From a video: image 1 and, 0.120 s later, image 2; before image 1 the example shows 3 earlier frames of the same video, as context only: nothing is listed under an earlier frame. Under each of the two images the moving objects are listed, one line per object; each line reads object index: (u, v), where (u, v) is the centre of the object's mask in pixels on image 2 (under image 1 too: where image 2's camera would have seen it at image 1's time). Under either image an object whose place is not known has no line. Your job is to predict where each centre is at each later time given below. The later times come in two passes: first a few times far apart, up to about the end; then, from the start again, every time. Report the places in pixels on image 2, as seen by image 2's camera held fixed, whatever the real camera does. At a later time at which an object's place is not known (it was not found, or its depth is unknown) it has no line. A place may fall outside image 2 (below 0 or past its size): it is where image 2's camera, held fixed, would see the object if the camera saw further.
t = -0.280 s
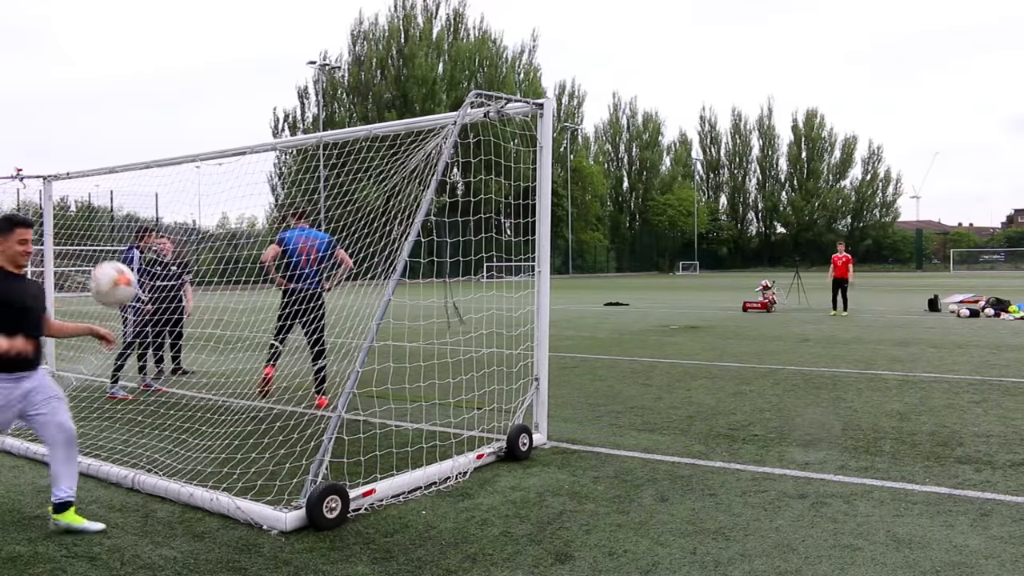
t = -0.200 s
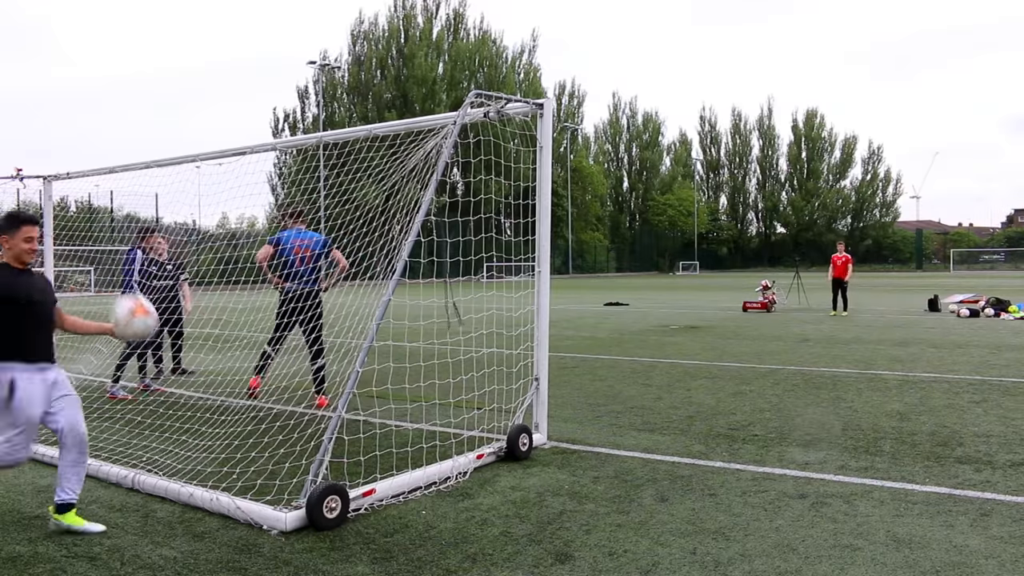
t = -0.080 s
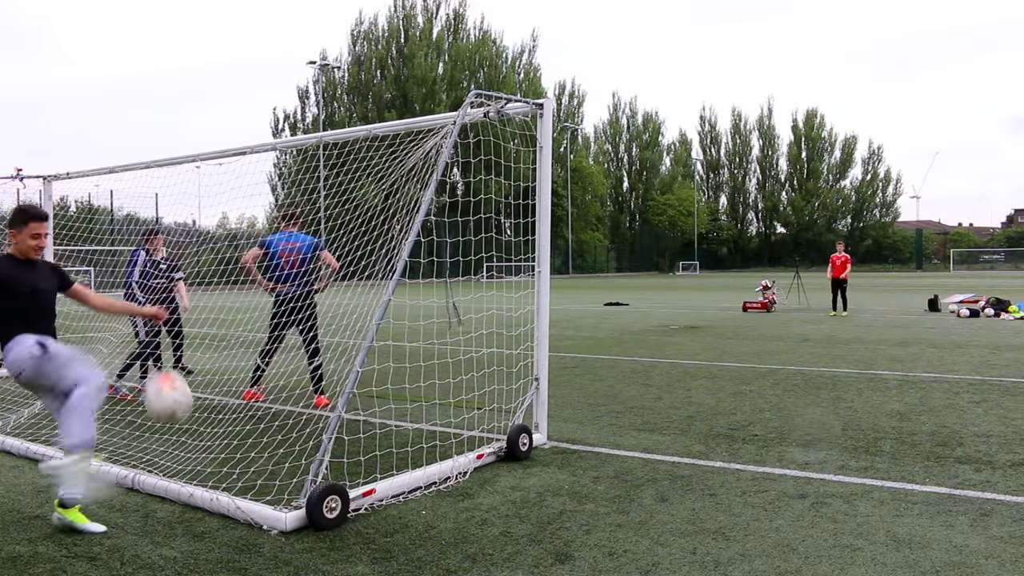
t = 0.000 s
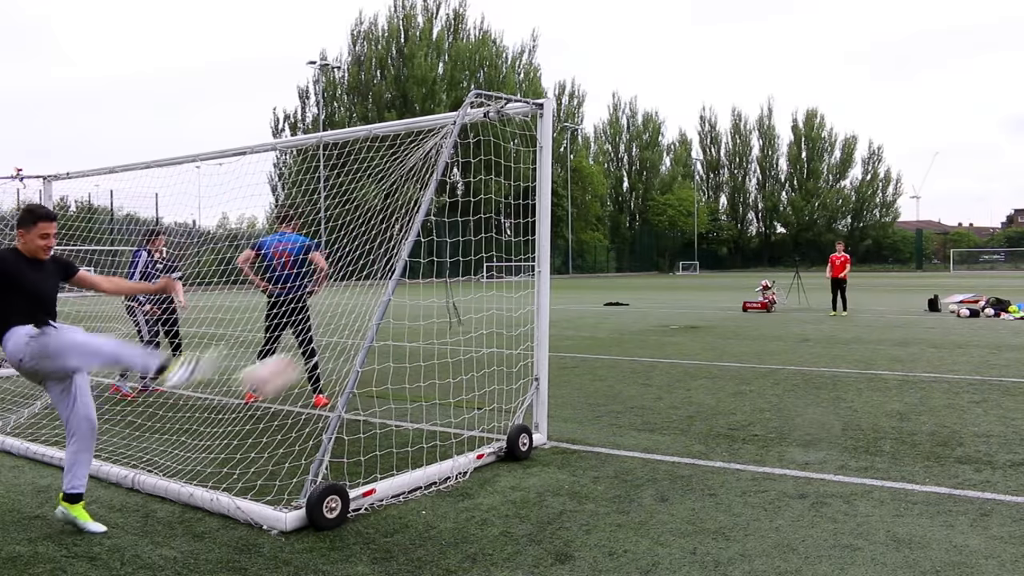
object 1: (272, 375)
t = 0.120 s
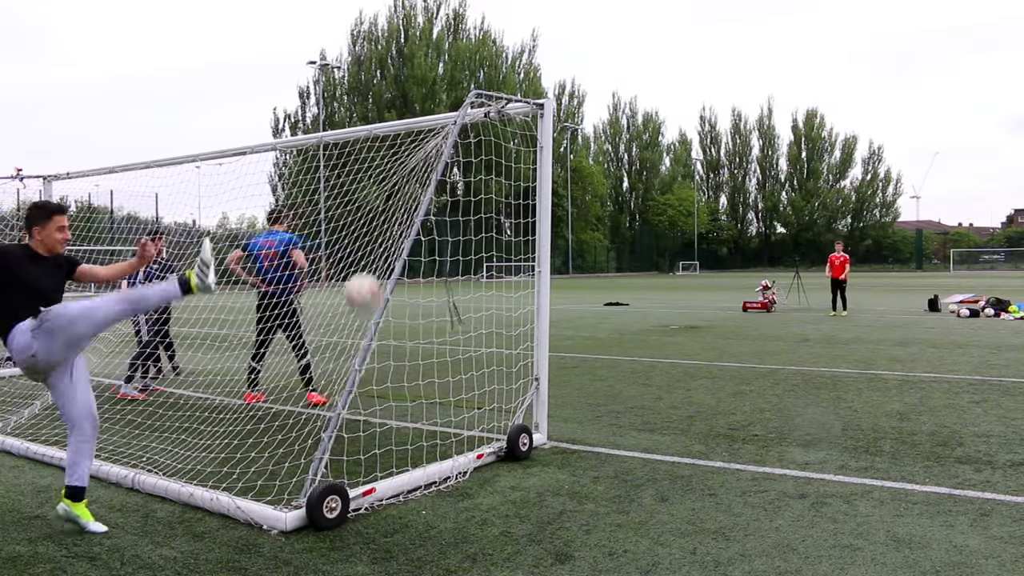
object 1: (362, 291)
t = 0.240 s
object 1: (375, 244)
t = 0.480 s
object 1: (352, 181)
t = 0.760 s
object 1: (302, 158)
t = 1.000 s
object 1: (243, 168)
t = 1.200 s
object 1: (197, 210)
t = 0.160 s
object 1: (368, 271)
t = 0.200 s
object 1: (371, 257)
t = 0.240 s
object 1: (375, 244)
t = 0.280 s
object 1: (376, 231)
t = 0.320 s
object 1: (375, 220)
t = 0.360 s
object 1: (371, 207)
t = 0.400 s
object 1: (364, 196)
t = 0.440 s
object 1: (358, 187)
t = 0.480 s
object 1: (352, 181)
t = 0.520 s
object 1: (346, 176)
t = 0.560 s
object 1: (340, 172)
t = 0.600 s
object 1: (334, 169)
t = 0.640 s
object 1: (327, 166)
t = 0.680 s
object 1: (319, 164)
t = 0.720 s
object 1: (310, 160)
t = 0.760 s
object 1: (302, 158)
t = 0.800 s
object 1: (293, 157)
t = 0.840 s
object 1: (284, 157)
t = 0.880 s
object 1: (273, 157)
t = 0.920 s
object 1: (263, 159)
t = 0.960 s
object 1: (253, 163)
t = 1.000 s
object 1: (243, 168)
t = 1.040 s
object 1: (233, 174)
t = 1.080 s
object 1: (224, 180)
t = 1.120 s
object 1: (216, 189)
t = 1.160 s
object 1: (206, 199)
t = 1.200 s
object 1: (197, 210)
